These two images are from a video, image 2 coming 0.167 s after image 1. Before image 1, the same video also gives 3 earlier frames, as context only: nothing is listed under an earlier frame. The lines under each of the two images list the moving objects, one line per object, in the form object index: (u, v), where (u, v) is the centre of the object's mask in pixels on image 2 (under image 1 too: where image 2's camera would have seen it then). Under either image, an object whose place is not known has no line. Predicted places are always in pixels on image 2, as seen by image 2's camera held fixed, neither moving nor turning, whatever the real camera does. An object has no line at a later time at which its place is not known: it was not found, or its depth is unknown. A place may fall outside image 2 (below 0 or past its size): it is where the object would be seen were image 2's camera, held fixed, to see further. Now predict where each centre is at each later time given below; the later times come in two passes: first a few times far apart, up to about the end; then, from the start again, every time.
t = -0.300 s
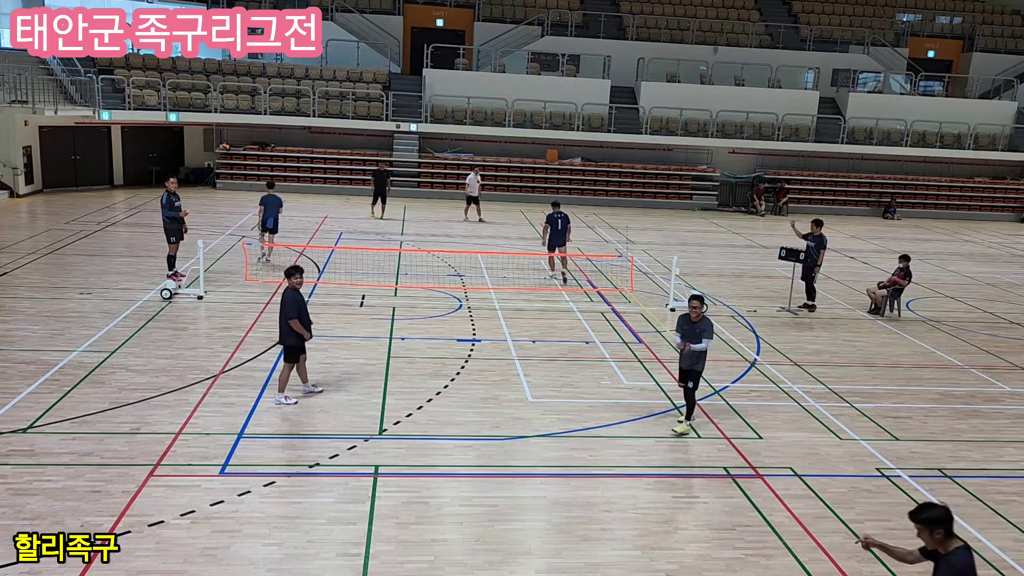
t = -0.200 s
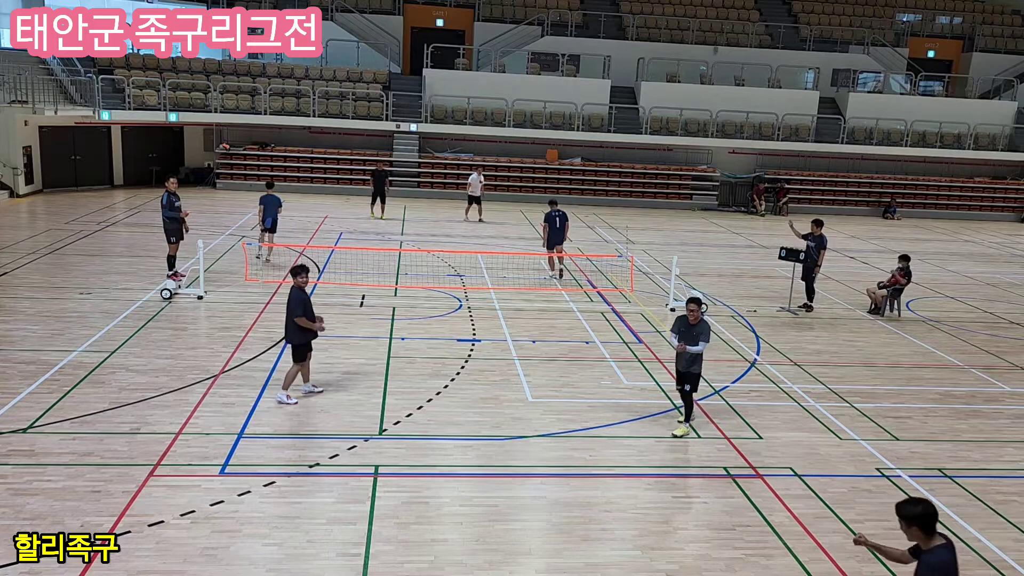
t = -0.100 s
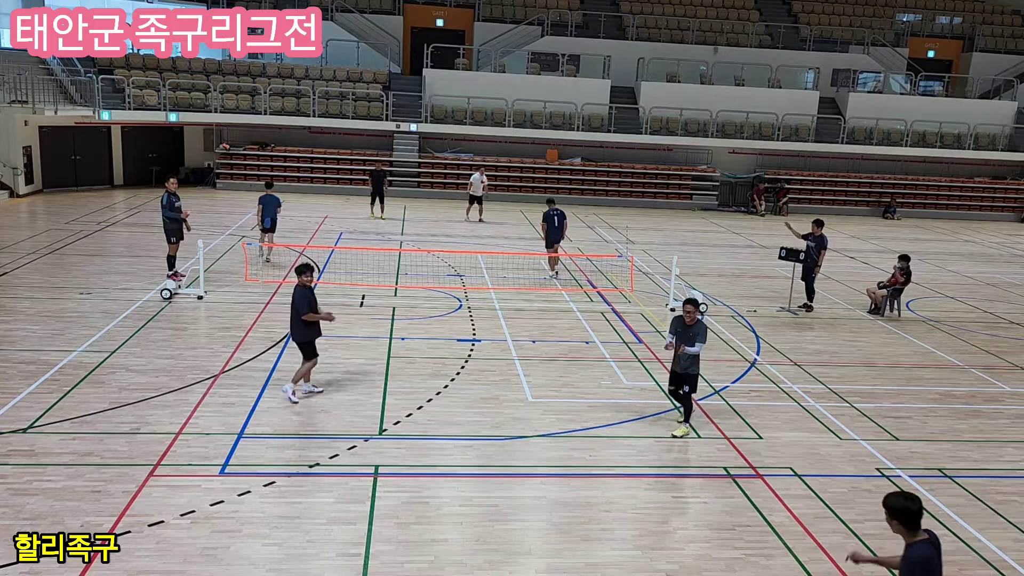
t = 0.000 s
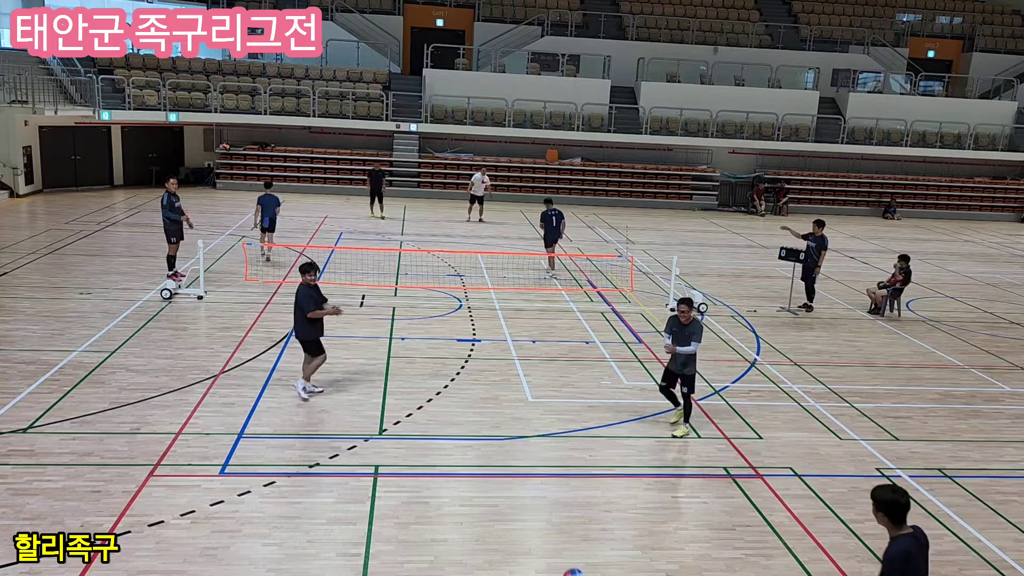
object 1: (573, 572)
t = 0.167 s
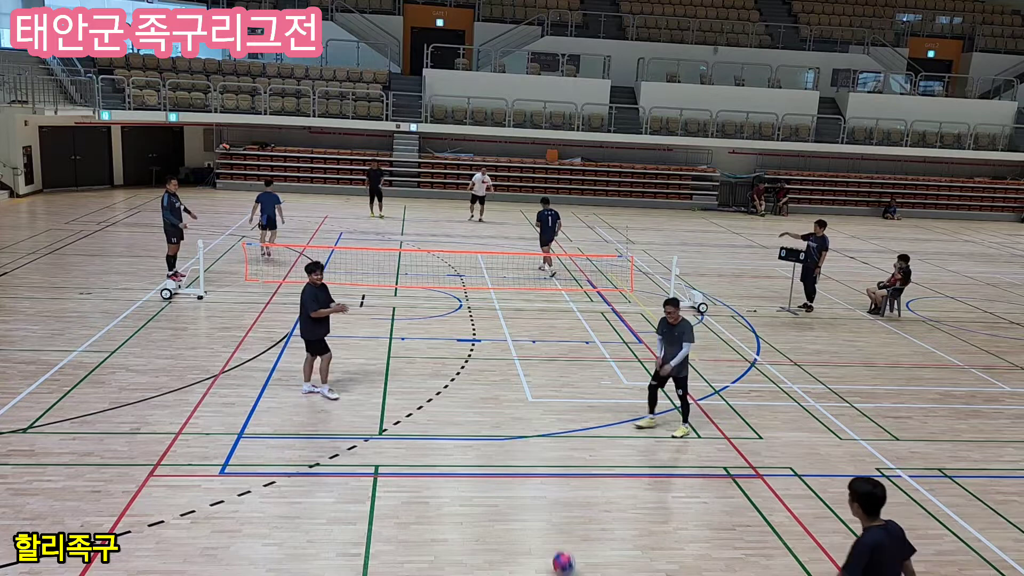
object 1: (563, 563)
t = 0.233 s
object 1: (561, 545)
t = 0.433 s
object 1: (552, 523)
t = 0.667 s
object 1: (542, 491)
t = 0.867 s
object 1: (535, 466)
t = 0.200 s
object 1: (563, 553)
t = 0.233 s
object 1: (561, 545)
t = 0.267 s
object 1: (560, 538)
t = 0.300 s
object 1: (558, 533)
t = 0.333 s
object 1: (557, 529)
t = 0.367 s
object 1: (555, 526)
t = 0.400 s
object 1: (553, 524)
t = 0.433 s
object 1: (552, 523)
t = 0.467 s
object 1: (550, 516)
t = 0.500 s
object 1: (550, 508)
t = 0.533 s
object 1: (548, 503)
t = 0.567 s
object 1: (547, 499)
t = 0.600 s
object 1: (545, 495)
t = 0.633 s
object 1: (544, 494)
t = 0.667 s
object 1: (542, 491)
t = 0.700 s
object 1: (541, 485)
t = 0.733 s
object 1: (540, 480)
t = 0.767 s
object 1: (538, 476)
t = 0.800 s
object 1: (537, 474)
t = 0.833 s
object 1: (536, 472)
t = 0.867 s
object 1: (535, 466)
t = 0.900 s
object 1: (533, 463)
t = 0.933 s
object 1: (532, 460)
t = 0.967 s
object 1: (531, 457)
